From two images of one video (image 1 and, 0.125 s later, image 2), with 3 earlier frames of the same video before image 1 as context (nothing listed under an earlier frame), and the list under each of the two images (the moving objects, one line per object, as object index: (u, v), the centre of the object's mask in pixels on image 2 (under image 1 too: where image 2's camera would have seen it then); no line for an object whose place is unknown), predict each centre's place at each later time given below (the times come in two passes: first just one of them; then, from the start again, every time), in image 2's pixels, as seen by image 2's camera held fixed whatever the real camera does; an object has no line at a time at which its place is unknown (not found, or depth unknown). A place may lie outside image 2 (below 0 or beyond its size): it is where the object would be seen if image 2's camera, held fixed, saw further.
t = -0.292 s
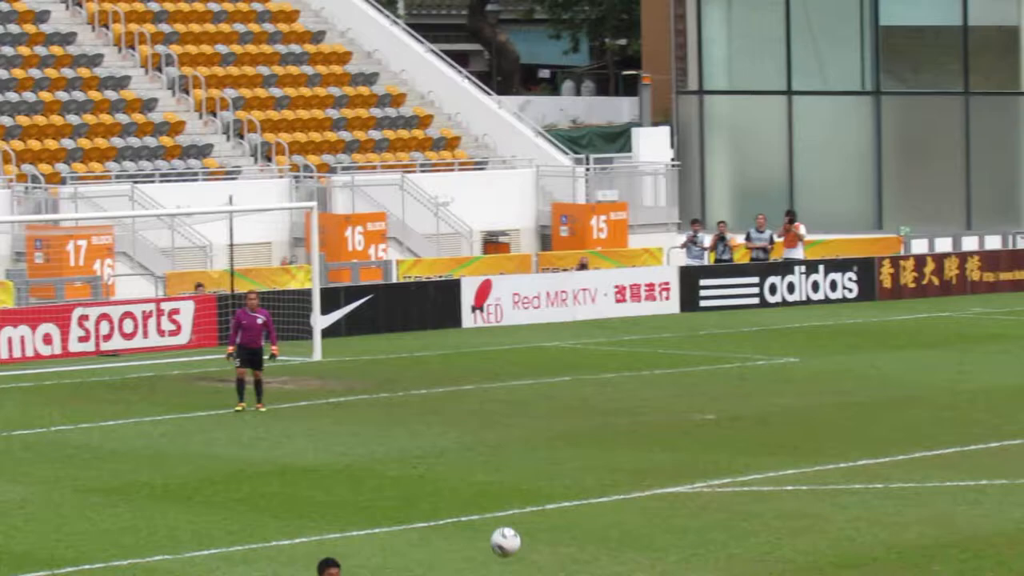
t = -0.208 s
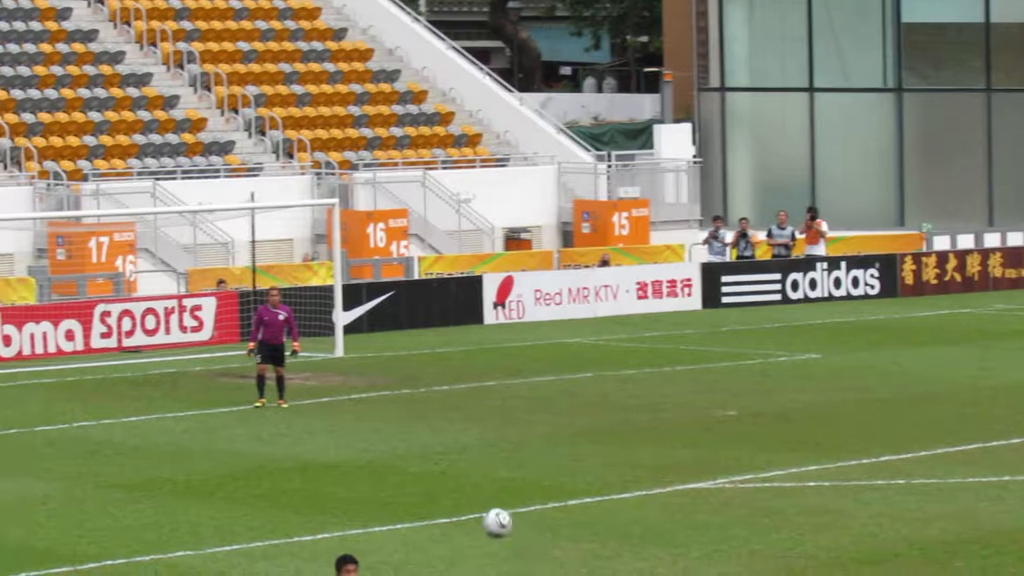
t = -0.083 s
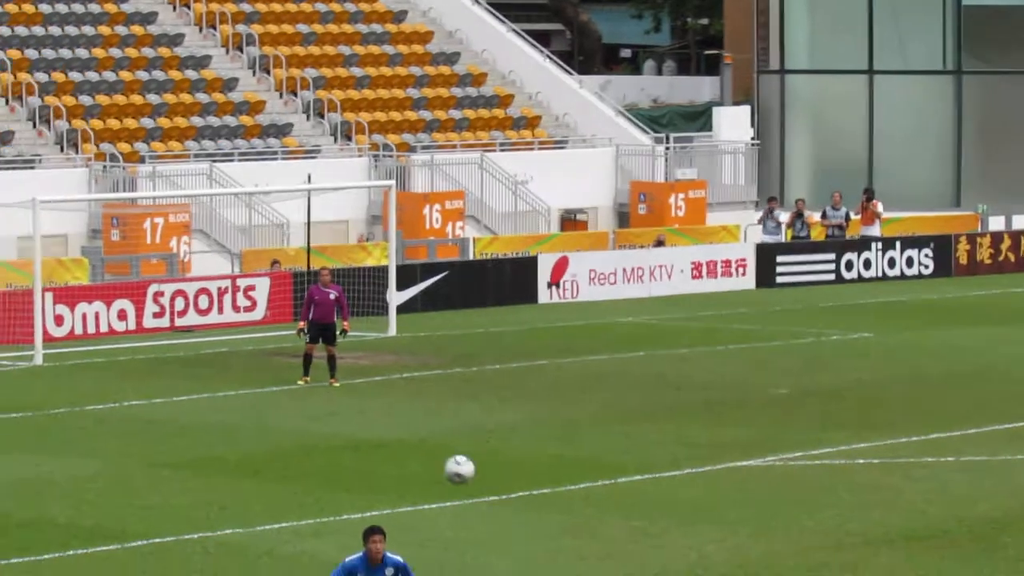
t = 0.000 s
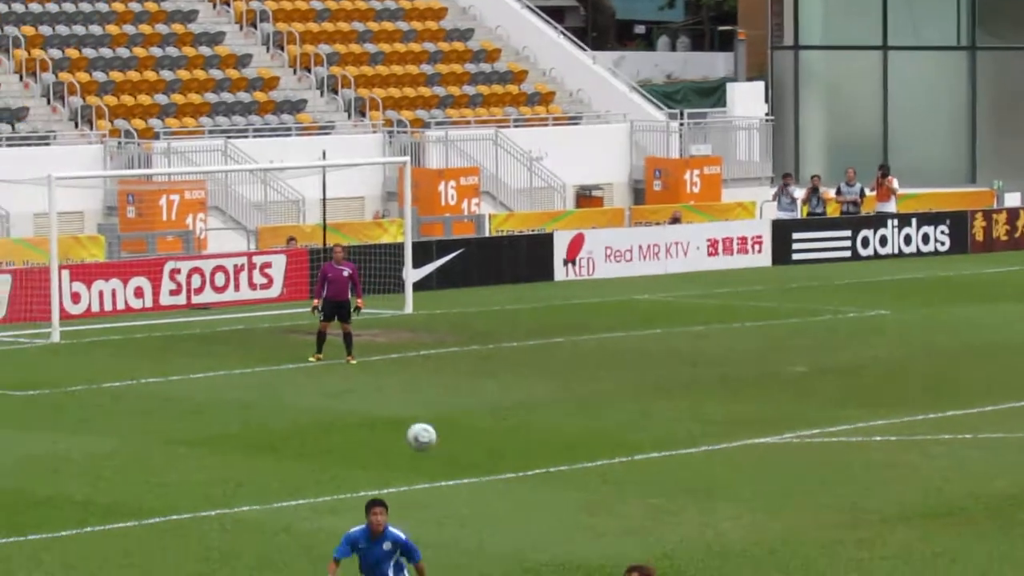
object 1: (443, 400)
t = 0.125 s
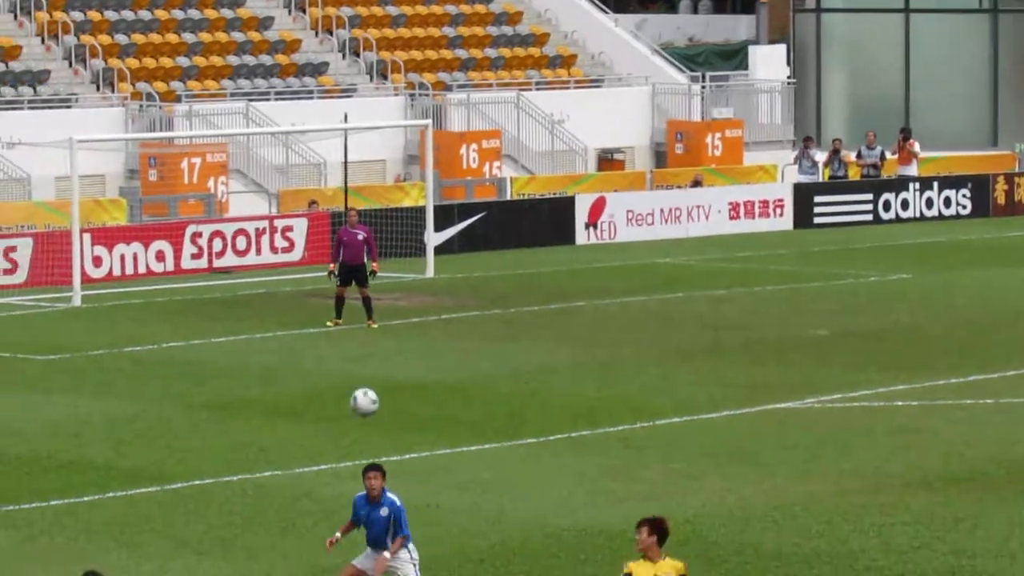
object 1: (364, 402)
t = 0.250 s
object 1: (288, 420)
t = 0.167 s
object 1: (338, 405)
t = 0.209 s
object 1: (313, 412)
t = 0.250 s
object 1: (288, 420)
